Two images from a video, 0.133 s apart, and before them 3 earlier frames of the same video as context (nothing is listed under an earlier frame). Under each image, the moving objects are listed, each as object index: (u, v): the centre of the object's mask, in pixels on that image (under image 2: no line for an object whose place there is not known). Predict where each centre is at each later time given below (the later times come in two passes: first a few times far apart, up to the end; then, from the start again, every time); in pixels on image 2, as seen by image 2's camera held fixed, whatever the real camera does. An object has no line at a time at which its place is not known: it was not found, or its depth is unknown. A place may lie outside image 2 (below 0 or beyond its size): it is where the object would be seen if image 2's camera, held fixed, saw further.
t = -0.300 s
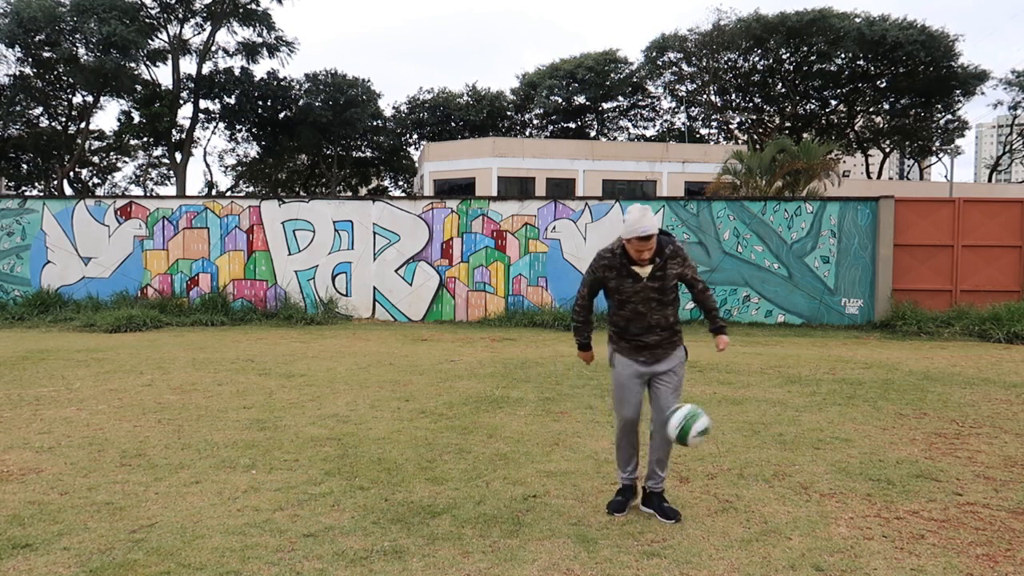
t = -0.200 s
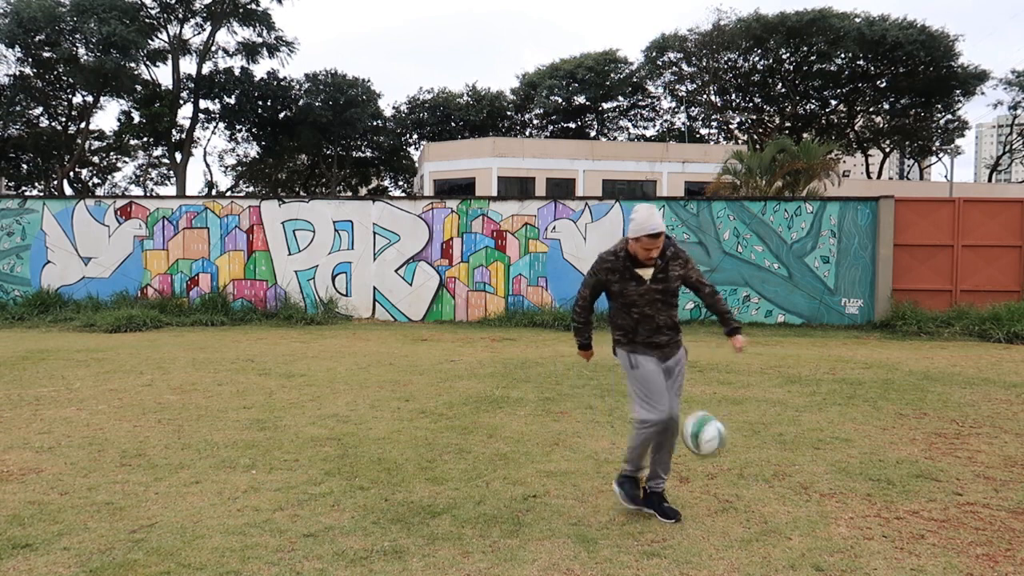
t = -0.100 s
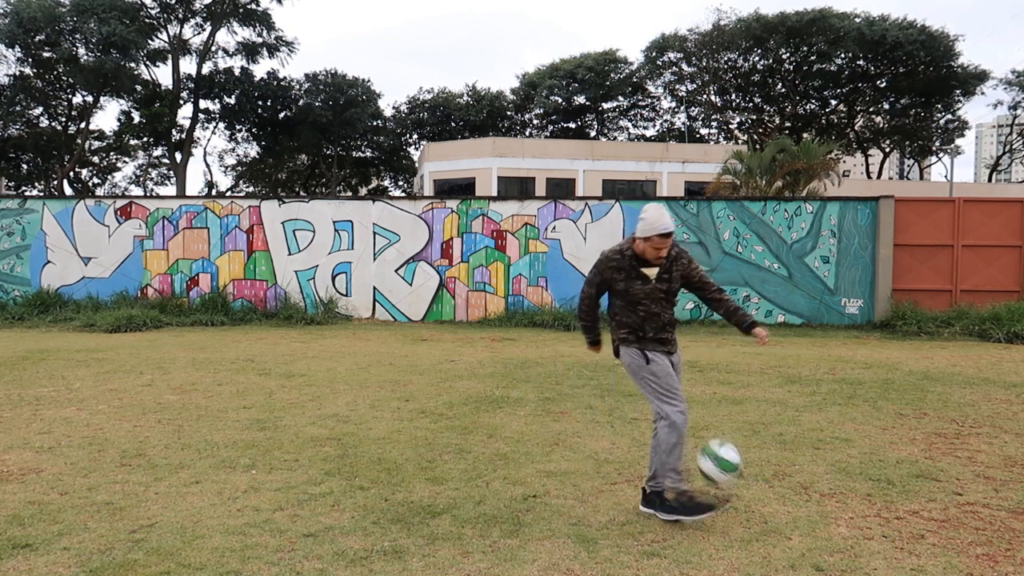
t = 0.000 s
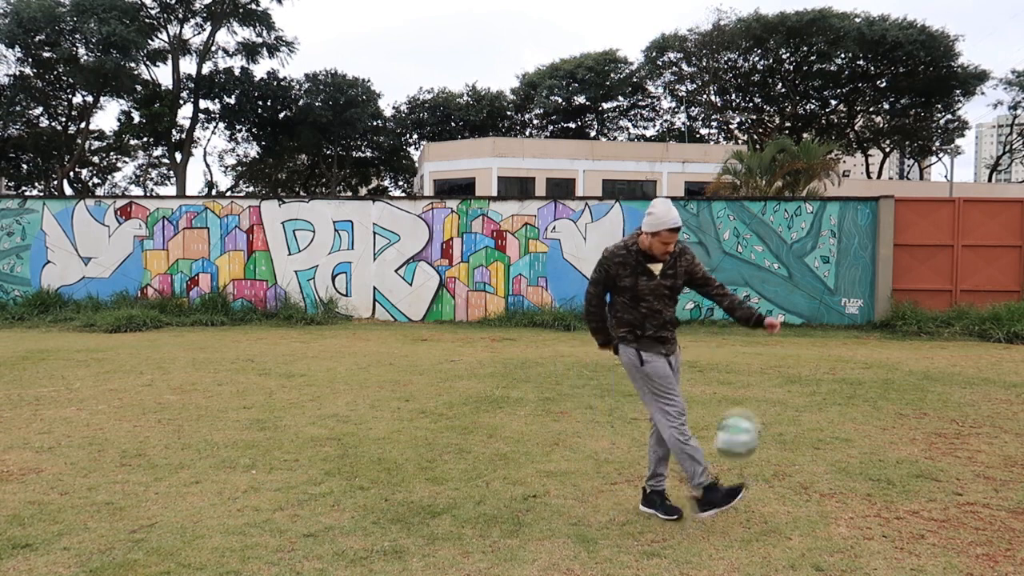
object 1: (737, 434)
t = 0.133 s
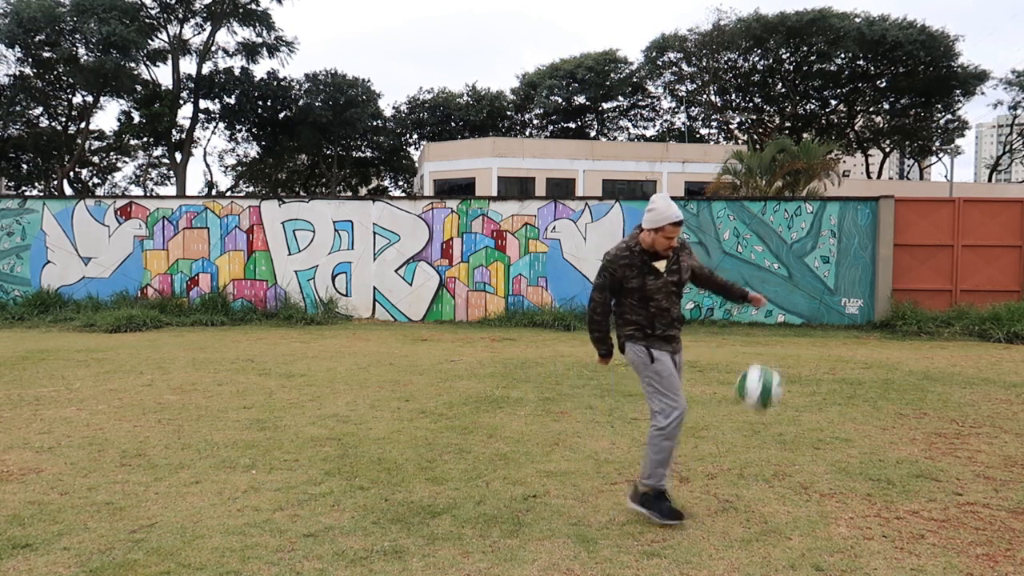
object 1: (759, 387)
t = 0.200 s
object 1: (771, 374)
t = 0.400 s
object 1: (804, 388)
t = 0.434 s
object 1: (810, 399)
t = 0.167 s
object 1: (766, 379)
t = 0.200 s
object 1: (771, 374)
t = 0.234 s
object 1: (776, 371)
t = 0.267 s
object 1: (781, 370)
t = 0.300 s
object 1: (787, 372)
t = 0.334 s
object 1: (792, 374)
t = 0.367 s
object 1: (798, 380)
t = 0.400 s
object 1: (804, 388)
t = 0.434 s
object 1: (810, 399)
